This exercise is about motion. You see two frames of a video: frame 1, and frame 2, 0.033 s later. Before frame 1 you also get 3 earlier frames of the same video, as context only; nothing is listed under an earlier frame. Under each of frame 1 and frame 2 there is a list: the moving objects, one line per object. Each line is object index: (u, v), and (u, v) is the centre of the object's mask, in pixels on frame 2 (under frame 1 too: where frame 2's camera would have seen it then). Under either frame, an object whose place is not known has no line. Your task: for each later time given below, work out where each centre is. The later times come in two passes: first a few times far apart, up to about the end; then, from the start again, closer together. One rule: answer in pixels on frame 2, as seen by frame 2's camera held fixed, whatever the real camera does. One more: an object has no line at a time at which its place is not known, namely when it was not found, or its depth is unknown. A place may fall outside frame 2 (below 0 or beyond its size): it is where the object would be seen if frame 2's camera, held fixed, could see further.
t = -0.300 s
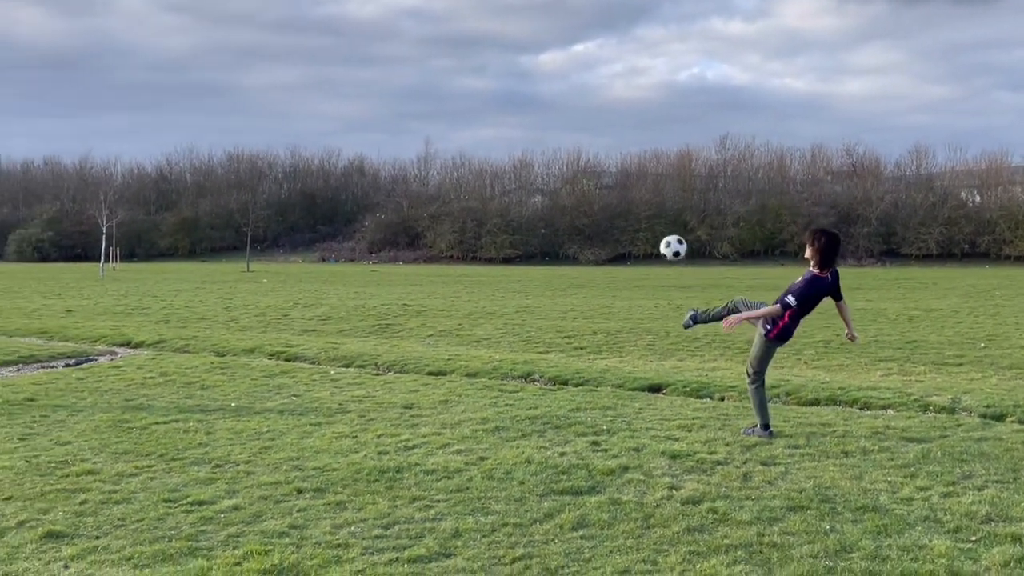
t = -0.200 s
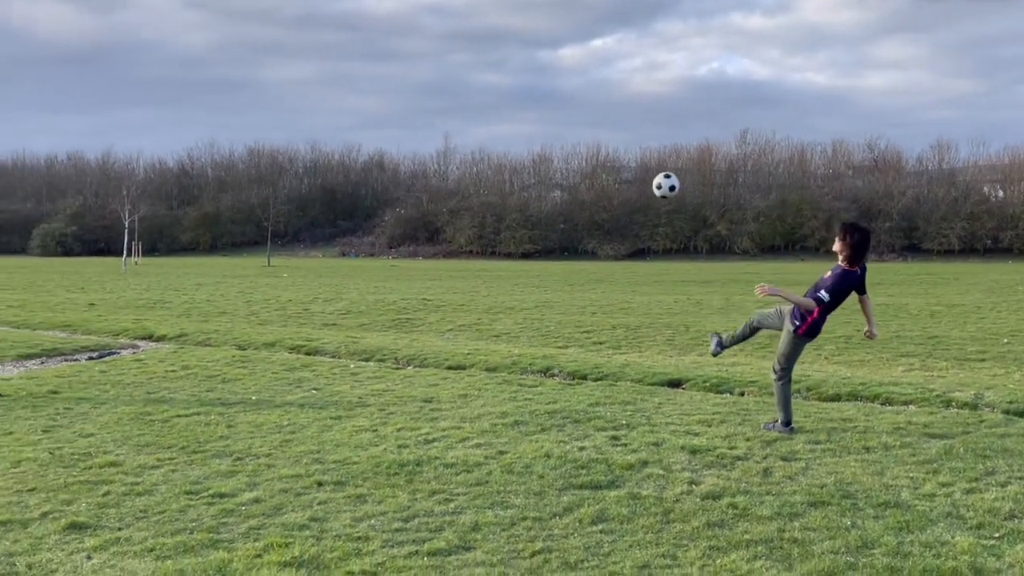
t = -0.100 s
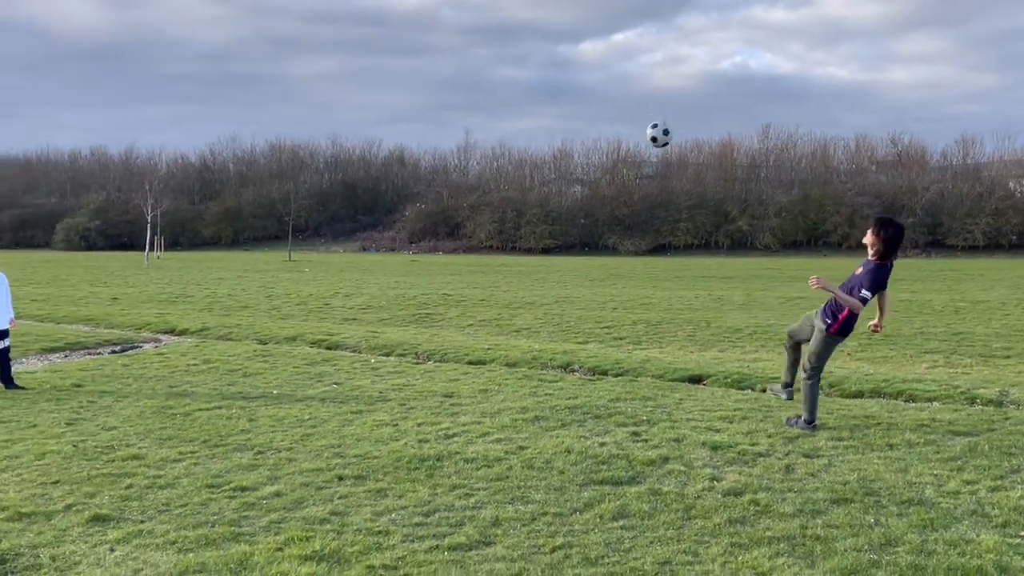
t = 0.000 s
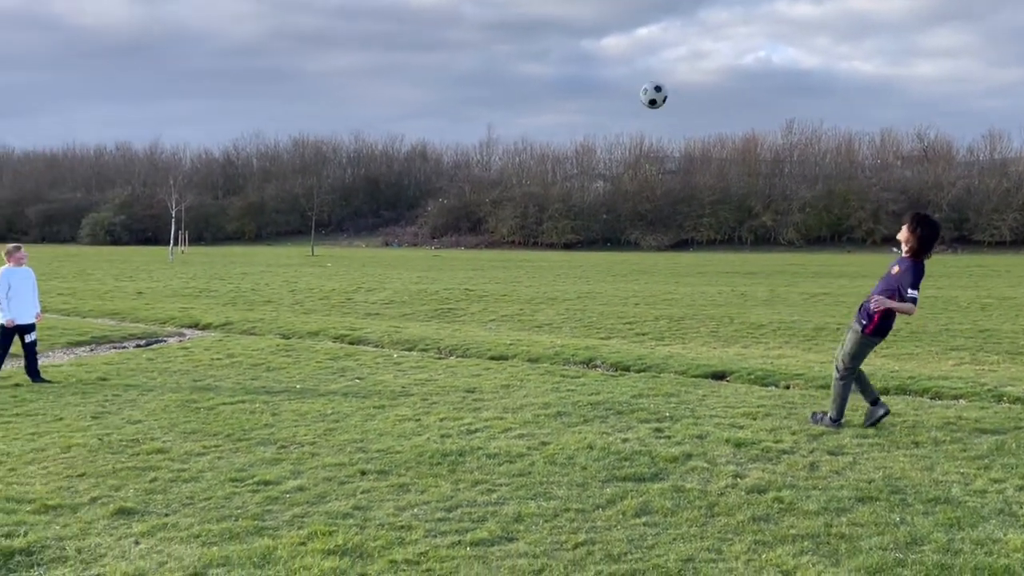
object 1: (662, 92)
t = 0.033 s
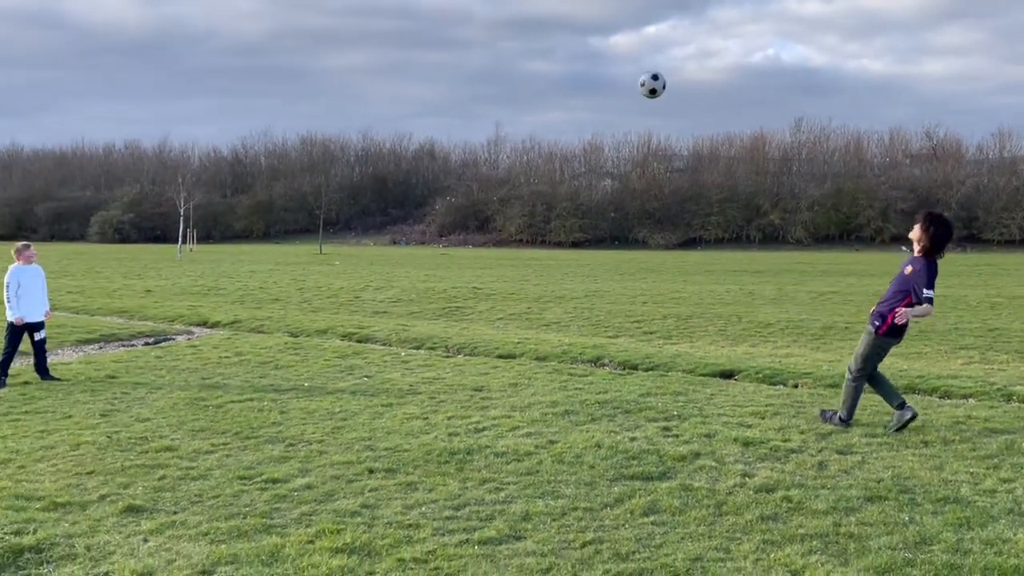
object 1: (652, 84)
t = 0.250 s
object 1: (589, 63)
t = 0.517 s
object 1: (515, 113)
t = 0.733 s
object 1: (456, 215)
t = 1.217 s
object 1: (323, 334)
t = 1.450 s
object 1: (280, 318)
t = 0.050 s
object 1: (647, 81)
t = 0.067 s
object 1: (643, 78)
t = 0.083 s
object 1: (638, 75)
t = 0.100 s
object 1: (633, 72)
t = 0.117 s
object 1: (628, 70)
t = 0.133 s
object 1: (623, 68)
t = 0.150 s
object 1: (618, 66)
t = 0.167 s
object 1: (613, 65)
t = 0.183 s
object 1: (609, 64)
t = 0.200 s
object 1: (604, 63)
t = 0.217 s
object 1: (599, 63)
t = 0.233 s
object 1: (594, 63)
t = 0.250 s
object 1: (589, 63)
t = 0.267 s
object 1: (584, 64)
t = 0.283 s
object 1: (580, 65)
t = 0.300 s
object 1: (575, 66)
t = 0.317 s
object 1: (570, 68)
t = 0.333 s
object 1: (565, 70)
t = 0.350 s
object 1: (560, 73)
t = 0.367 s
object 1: (555, 76)
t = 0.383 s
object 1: (551, 79)
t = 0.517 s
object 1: (515, 113)
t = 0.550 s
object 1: (505, 125)
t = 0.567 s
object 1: (501, 132)
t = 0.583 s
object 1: (499, 137)
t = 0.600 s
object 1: (495, 144)
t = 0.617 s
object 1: (490, 152)
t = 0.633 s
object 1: (485, 159)
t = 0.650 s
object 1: (480, 167)
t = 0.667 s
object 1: (475, 176)
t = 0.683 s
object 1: (470, 185)
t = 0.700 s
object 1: (466, 195)
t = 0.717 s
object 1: (461, 204)
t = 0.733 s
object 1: (456, 215)
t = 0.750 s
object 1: (451, 226)
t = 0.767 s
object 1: (444, 237)
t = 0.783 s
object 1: (438, 249)
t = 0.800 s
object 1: (431, 262)
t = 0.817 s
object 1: (424, 274)
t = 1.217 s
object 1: (323, 334)
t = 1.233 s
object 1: (320, 330)
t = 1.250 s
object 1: (317, 327)
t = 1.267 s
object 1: (314, 324)
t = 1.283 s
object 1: (311, 322)
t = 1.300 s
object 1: (308, 320)
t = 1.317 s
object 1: (305, 319)
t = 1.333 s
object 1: (302, 318)
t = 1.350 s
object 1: (299, 316)
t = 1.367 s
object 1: (296, 315)
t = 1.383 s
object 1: (292, 315)
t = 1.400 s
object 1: (289, 315)
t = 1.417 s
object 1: (286, 316)
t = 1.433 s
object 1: (283, 317)
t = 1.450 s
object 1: (280, 318)
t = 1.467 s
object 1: (276, 320)
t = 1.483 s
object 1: (273, 322)
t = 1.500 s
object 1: (270, 324)
